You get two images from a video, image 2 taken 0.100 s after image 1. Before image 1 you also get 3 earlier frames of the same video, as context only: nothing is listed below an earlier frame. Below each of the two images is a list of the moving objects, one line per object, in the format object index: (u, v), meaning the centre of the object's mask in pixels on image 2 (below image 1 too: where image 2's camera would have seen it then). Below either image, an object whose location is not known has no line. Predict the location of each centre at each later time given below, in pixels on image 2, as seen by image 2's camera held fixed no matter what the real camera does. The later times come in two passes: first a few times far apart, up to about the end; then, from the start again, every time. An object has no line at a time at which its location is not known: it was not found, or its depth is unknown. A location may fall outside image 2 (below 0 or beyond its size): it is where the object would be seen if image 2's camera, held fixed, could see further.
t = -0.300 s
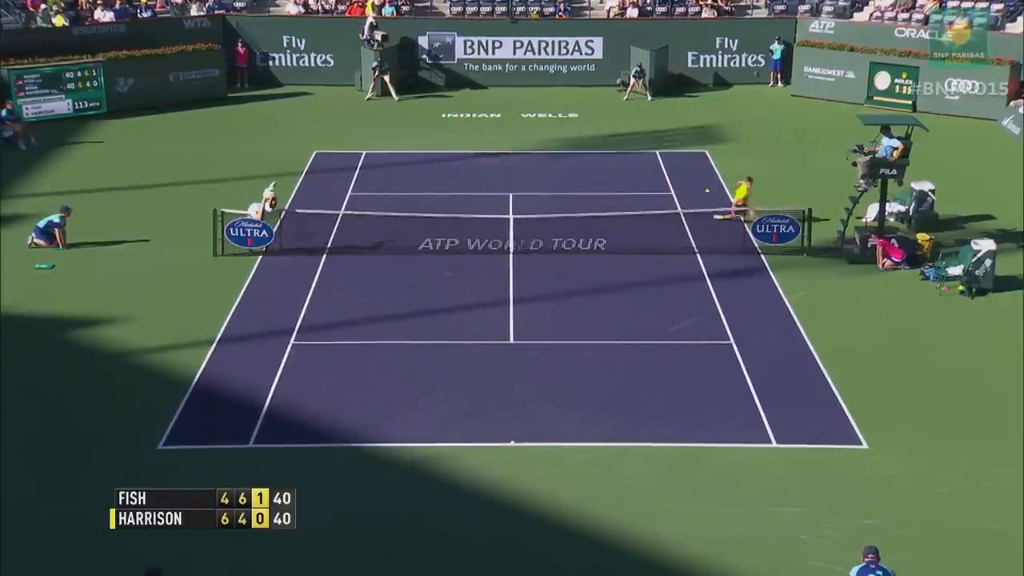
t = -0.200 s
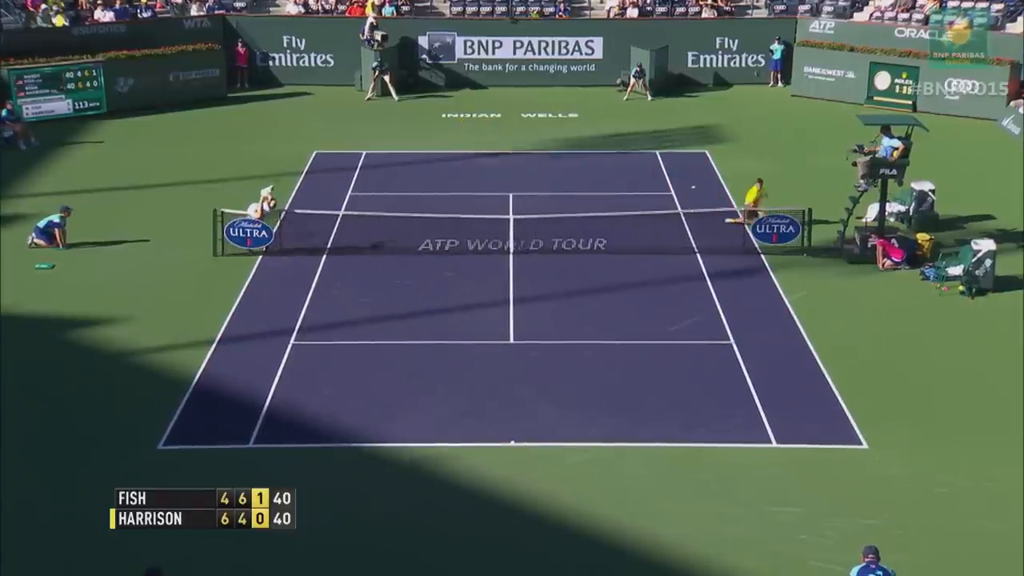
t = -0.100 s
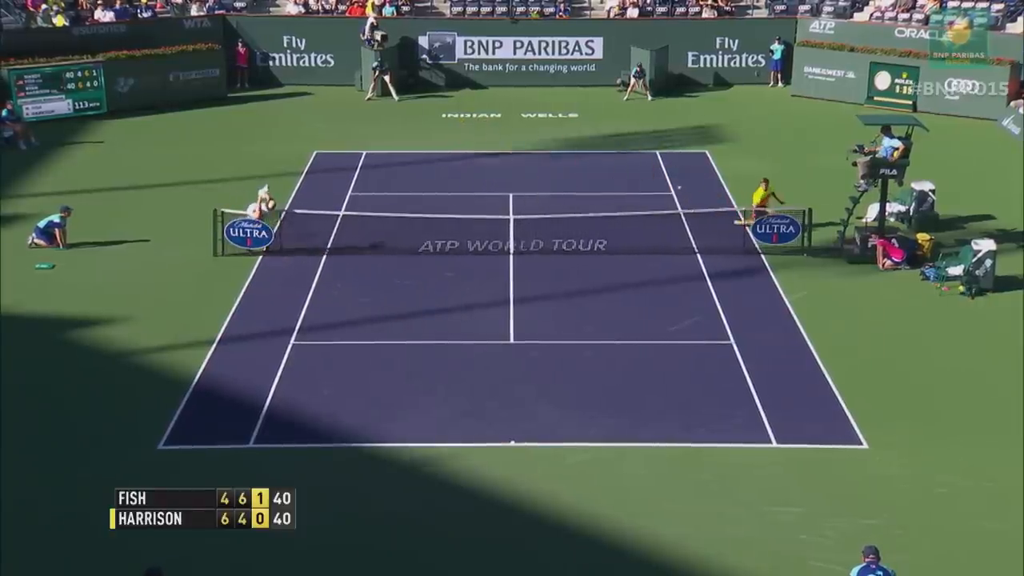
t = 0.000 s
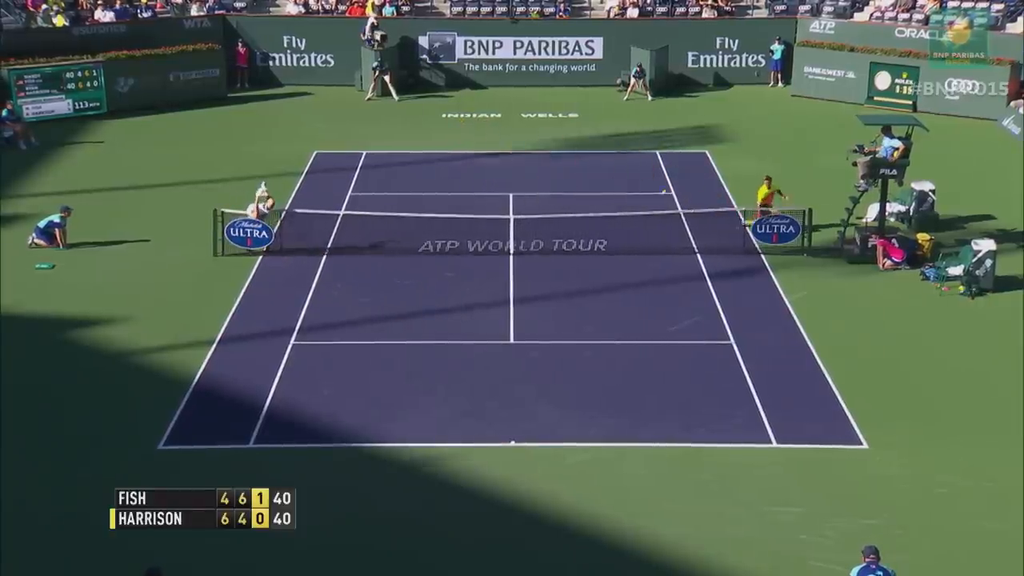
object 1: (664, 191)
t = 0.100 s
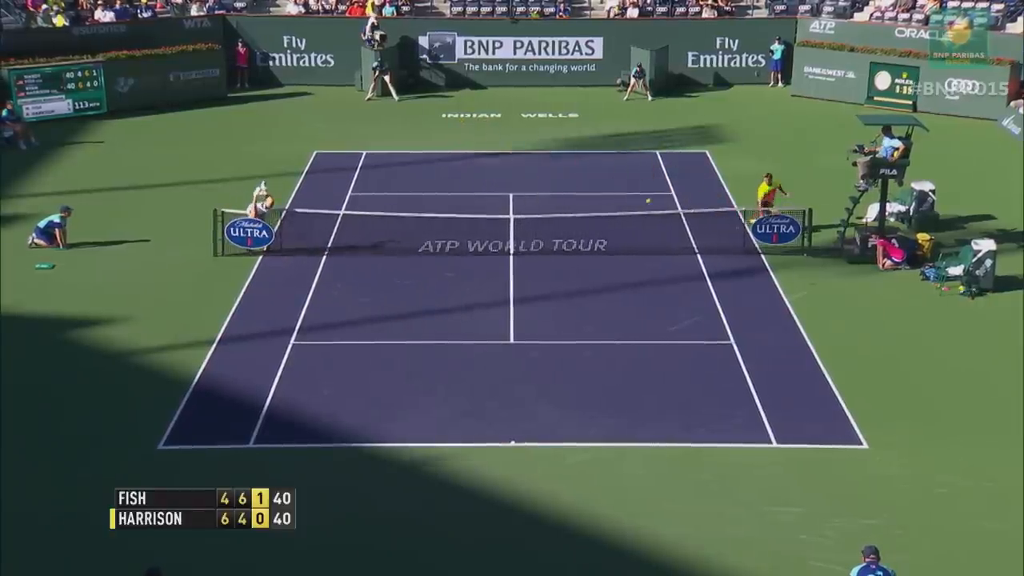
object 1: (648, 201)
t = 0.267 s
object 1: (620, 226)
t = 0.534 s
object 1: (572, 296)
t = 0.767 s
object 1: (525, 391)
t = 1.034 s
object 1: (494, 373)
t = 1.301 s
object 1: (464, 372)
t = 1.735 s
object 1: (418, 462)
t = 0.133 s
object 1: (642, 205)
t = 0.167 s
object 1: (636, 208)
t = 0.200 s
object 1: (630, 214)
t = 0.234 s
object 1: (625, 220)
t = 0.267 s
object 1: (620, 226)
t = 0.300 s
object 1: (614, 233)
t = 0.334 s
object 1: (607, 240)
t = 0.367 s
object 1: (602, 248)
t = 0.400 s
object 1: (595, 257)
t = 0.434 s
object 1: (590, 266)
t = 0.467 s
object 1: (584, 275)
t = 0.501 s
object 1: (576, 286)
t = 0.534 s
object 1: (572, 296)
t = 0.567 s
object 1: (564, 308)
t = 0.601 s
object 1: (558, 320)
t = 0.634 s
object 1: (552, 334)
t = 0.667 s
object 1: (545, 347)
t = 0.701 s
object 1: (539, 361)
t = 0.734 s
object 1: (531, 376)
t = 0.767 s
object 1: (525, 391)
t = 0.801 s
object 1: (518, 406)
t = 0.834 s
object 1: (514, 401)
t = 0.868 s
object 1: (511, 394)
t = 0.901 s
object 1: (507, 389)
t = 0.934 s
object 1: (505, 384)
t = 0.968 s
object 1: (501, 380)
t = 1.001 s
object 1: (497, 376)
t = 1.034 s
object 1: (494, 373)
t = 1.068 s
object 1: (490, 370)
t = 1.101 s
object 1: (487, 368)
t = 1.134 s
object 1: (483, 367)
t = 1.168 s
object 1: (479, 367)
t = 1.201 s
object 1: (476, 367)
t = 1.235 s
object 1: (472, 368)
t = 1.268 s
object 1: (468, 370)
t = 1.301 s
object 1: (464, 372)
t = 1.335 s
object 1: (461, 375)
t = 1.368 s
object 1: (457, 379)
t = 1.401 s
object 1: (453, 383)
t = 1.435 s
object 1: (451, 388)
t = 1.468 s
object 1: (446, 393)
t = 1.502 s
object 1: (444, 400)
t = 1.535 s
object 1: (439, 406)
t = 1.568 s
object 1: (436, 414)
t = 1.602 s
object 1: (432, 423)
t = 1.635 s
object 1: (428, 432)
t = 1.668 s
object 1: (425, 441)
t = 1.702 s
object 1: (421, 451)
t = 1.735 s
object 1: (418, 462)
